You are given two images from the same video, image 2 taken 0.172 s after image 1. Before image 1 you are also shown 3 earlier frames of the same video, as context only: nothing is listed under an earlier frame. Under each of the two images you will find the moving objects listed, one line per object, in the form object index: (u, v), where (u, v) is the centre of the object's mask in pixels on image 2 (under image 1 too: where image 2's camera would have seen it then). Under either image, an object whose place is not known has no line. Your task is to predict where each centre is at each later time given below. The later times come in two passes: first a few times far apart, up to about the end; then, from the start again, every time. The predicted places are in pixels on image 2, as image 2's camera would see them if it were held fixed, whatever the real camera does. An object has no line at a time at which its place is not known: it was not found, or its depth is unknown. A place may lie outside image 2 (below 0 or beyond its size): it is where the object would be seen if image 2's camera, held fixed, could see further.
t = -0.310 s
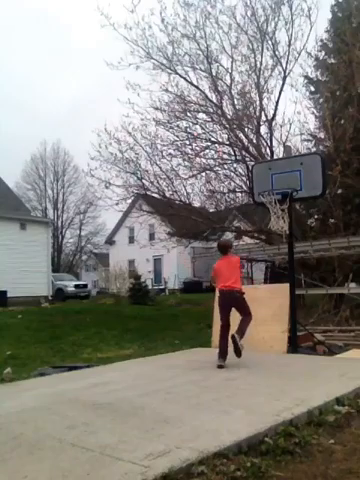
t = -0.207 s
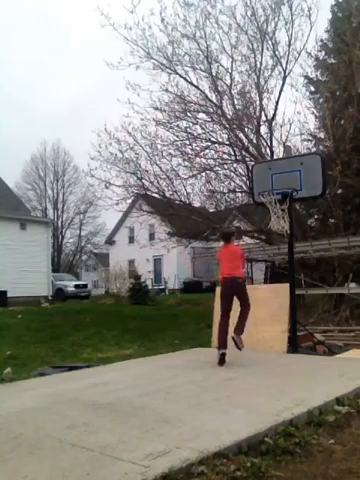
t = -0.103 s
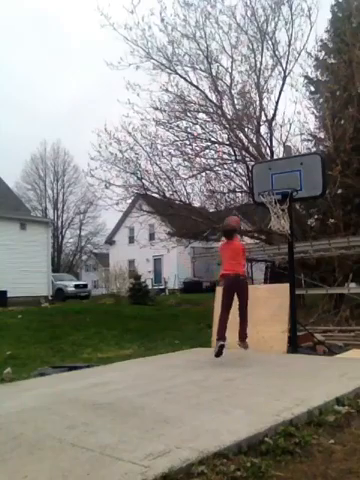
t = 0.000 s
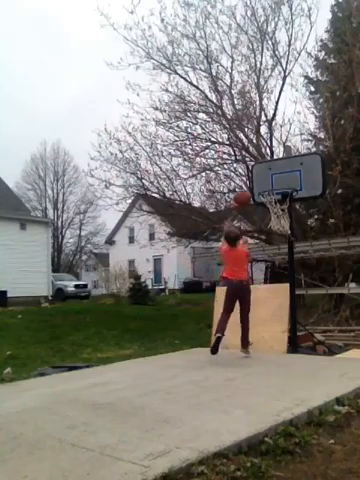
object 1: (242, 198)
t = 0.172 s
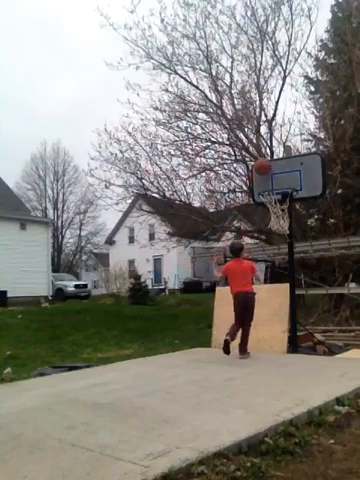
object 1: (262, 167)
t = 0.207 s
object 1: (265, 164)
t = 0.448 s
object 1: (282, 159)
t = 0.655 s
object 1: (296, 181)
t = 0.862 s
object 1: (305, 169)
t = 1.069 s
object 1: (316, 190)
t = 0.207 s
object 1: (265, 164)
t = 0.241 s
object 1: (269, 163)
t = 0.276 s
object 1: (272, 162)
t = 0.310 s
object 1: (275, 161)
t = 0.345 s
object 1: (276, 159)
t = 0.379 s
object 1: (278, 158)
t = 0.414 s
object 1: (280, 159)
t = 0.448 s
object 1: (282, 159)
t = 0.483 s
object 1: (284, 161)
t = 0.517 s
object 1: (287, 163)
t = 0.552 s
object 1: (289, 167)
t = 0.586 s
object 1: (292, 172)
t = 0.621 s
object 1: (295, 176)
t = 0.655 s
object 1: (296, 181)
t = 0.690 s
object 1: (297, 177)
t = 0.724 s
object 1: (299, 174)
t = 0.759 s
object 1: (300, 171)
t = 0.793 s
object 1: (302, 170)
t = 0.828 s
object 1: (303, 169)
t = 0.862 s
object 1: (305, 169)
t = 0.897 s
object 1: (306, 169)
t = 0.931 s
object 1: (307, 171)
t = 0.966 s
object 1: (308, 173)
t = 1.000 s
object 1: (310, 176)
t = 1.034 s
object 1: (312, 180)
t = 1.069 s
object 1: (316, 190)
